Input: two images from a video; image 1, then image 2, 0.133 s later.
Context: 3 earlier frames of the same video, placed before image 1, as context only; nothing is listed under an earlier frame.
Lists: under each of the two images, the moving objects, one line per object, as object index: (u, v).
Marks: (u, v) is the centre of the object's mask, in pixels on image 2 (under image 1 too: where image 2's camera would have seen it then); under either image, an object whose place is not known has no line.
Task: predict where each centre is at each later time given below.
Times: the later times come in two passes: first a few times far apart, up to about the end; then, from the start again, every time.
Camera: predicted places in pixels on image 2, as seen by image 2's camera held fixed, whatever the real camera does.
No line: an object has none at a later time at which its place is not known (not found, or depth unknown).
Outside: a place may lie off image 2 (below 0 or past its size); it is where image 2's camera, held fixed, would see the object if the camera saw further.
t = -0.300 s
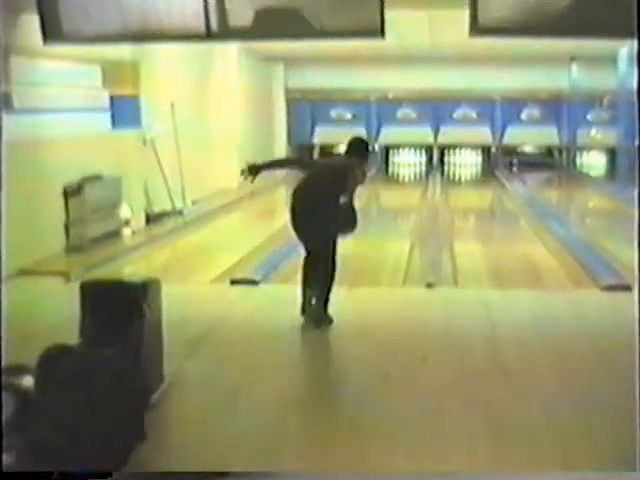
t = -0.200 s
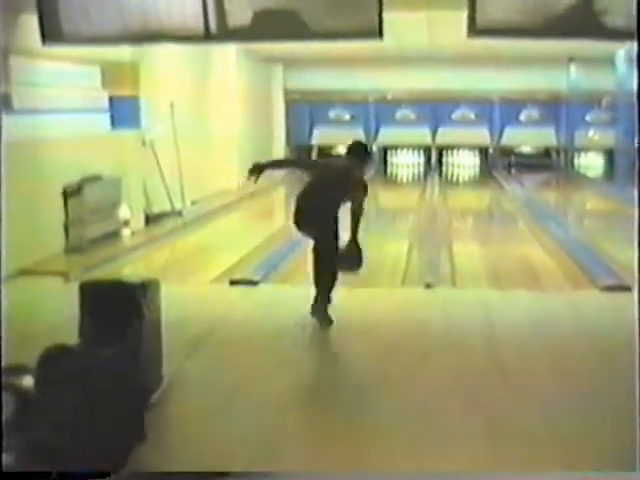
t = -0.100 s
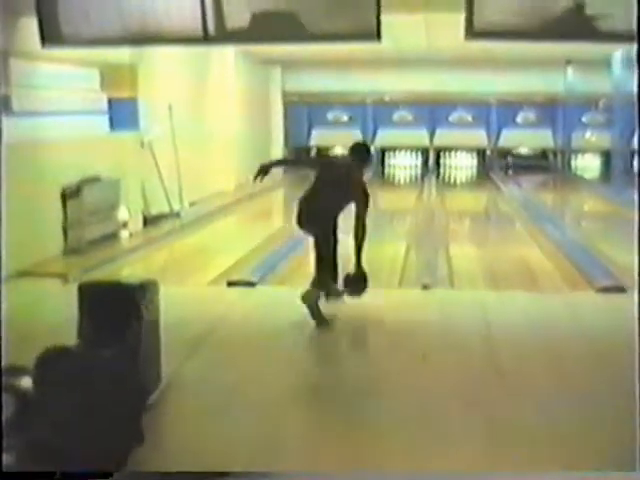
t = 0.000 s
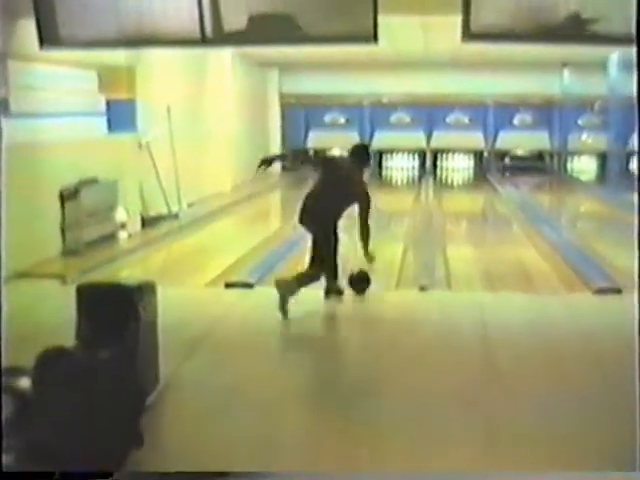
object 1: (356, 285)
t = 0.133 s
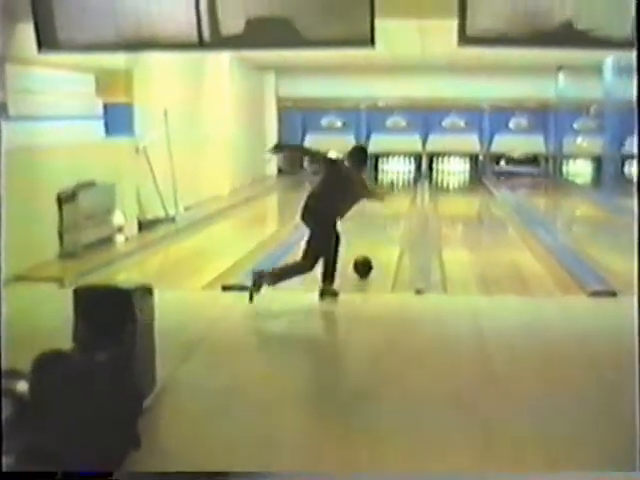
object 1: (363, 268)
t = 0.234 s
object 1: (367, 257)
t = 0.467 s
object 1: (374, 235)
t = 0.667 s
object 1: (379, 221)
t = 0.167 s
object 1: (364, 263)
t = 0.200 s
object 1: (366, 261)
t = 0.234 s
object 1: (367, 257)
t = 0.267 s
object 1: (368, 253)
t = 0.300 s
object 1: (369, 250)
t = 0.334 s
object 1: (370, 247)
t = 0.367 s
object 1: (371, 242)
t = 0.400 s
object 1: (372, 240)
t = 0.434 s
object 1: (373, 237)
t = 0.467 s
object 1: (374, 235)
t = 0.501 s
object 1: (375, 232)
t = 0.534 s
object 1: (376, 230)
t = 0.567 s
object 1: (377, 227)
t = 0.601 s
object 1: (378, 225)
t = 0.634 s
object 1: (378, 223)
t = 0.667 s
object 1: (379, 221)
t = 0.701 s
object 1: (380, 220)
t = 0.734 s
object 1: (380, 218)
